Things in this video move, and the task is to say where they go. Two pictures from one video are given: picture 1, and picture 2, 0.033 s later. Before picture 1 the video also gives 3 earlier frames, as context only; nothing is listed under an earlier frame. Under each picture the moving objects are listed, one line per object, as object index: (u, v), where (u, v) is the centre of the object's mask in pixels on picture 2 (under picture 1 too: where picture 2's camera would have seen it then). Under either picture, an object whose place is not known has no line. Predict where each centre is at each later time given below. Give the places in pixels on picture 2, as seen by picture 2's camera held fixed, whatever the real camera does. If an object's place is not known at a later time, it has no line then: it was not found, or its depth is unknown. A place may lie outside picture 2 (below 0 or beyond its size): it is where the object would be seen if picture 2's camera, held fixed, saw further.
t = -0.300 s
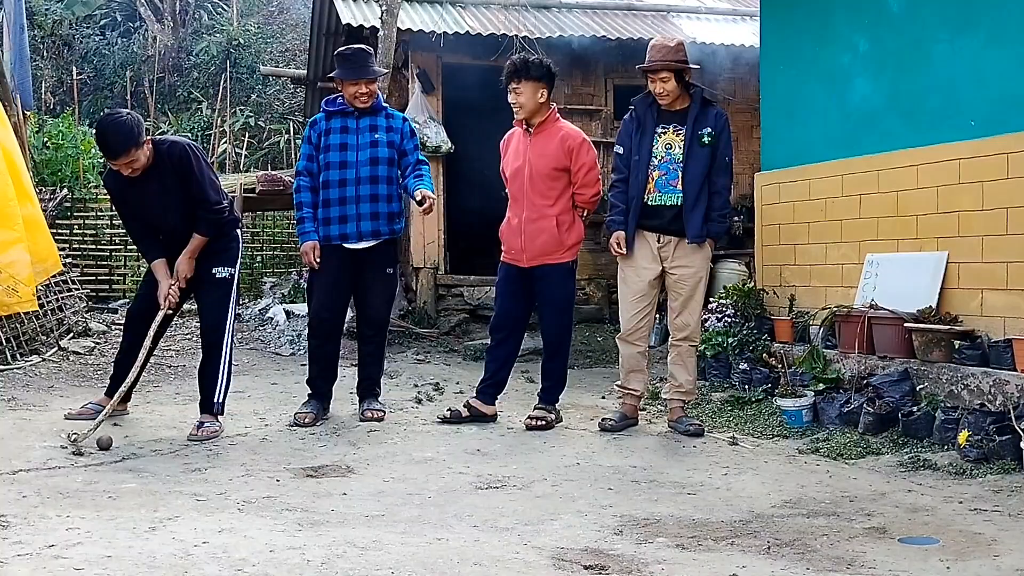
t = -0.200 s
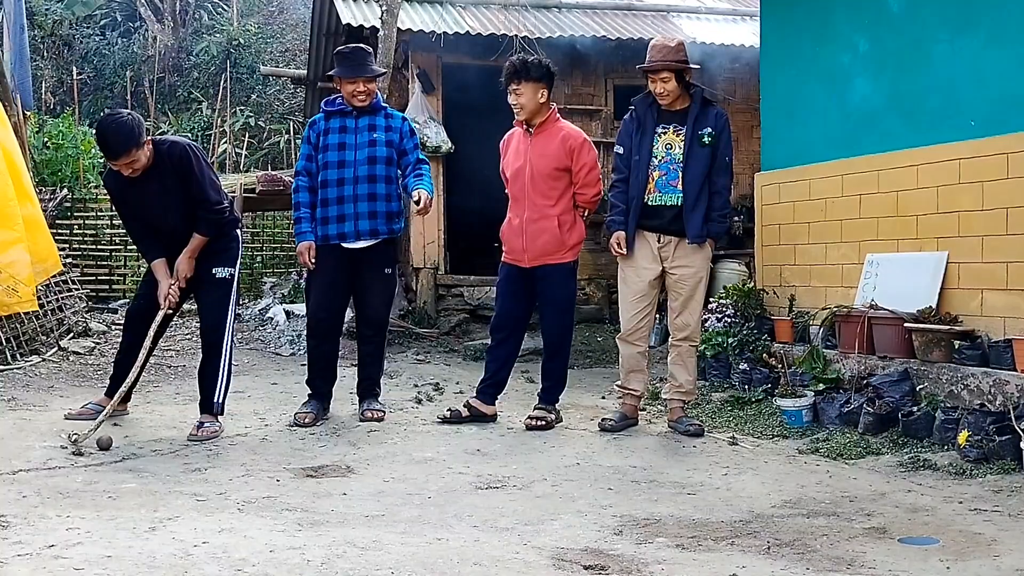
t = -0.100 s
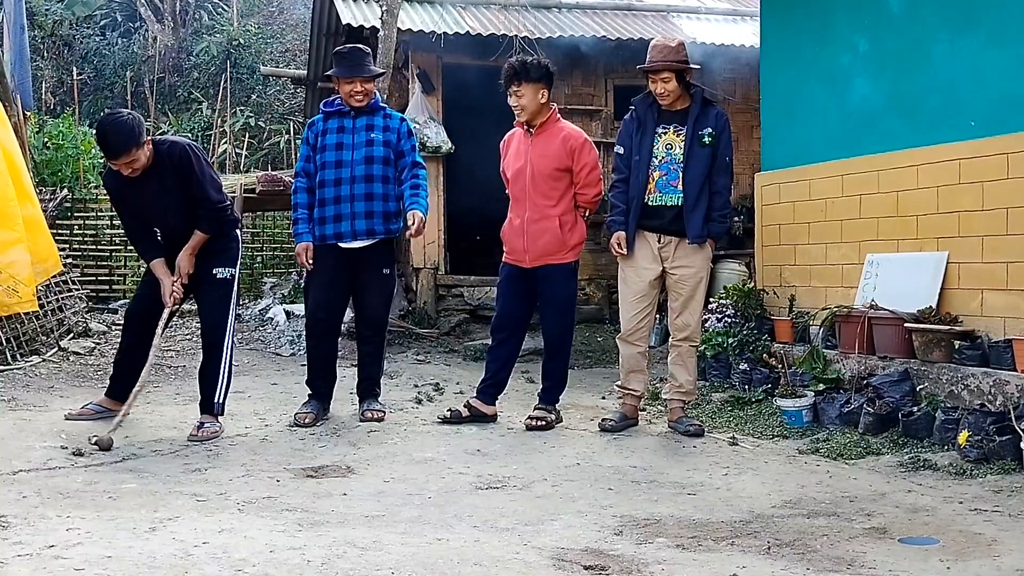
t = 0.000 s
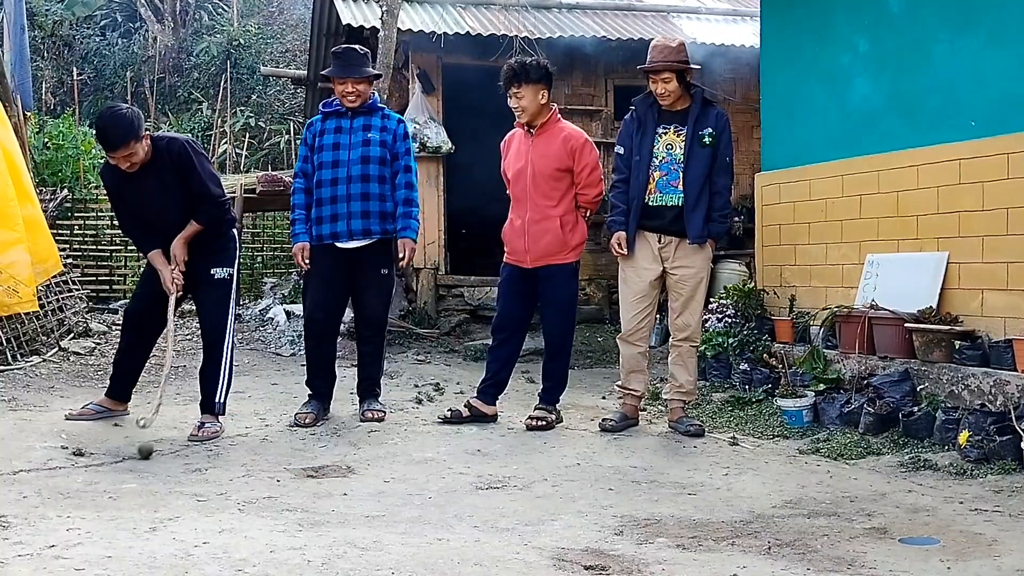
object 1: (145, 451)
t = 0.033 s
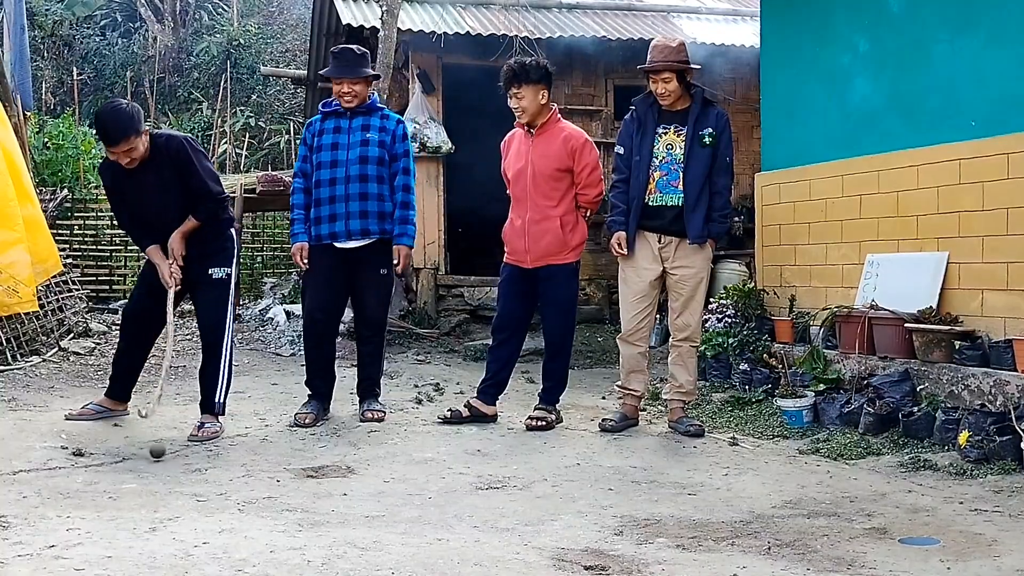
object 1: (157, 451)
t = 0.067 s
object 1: (170, 455)
